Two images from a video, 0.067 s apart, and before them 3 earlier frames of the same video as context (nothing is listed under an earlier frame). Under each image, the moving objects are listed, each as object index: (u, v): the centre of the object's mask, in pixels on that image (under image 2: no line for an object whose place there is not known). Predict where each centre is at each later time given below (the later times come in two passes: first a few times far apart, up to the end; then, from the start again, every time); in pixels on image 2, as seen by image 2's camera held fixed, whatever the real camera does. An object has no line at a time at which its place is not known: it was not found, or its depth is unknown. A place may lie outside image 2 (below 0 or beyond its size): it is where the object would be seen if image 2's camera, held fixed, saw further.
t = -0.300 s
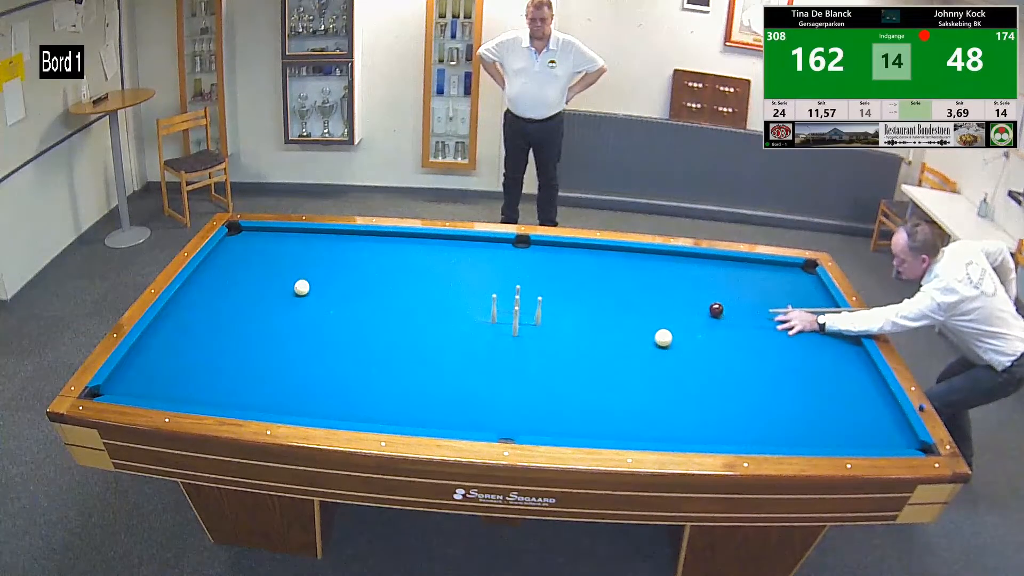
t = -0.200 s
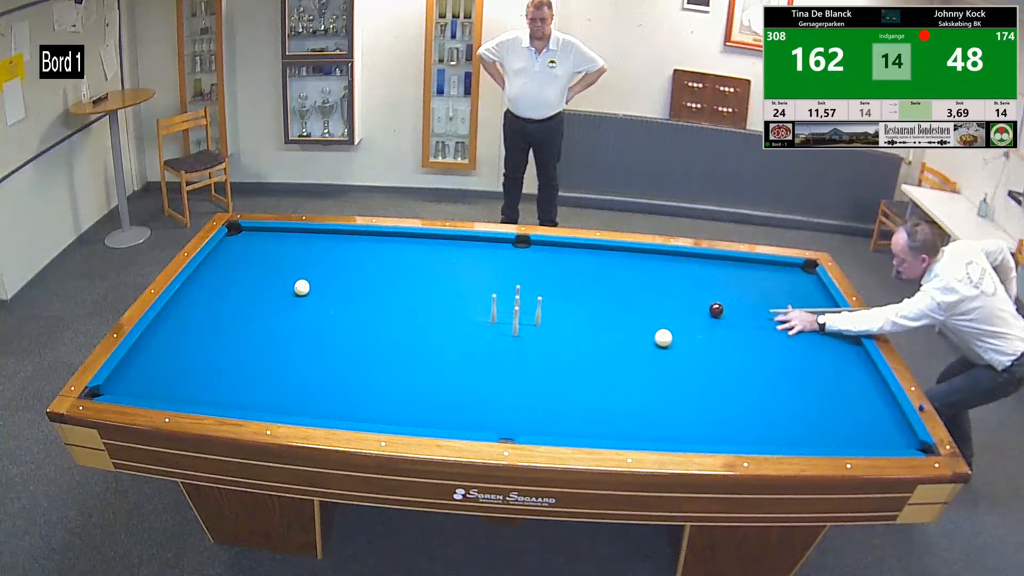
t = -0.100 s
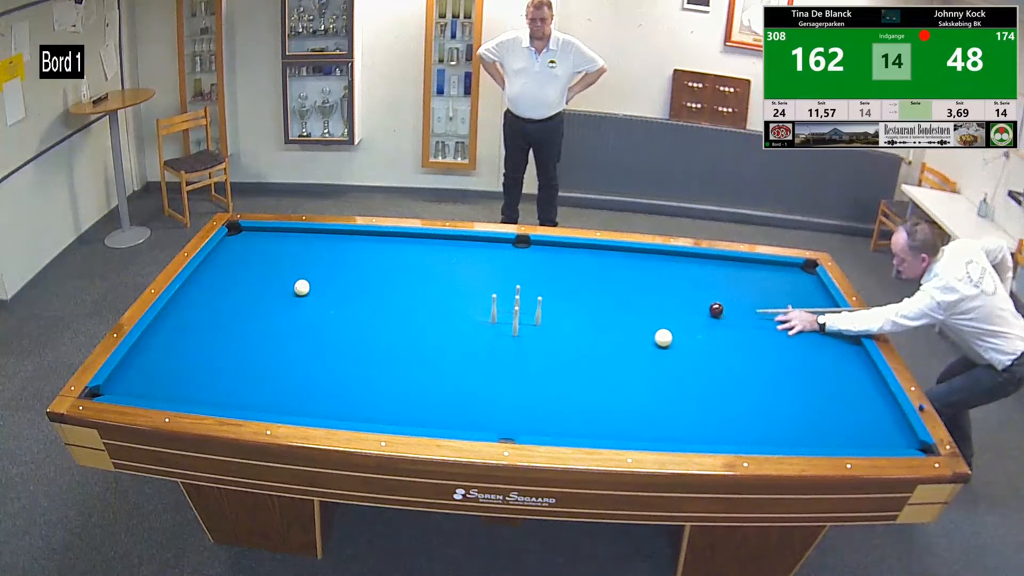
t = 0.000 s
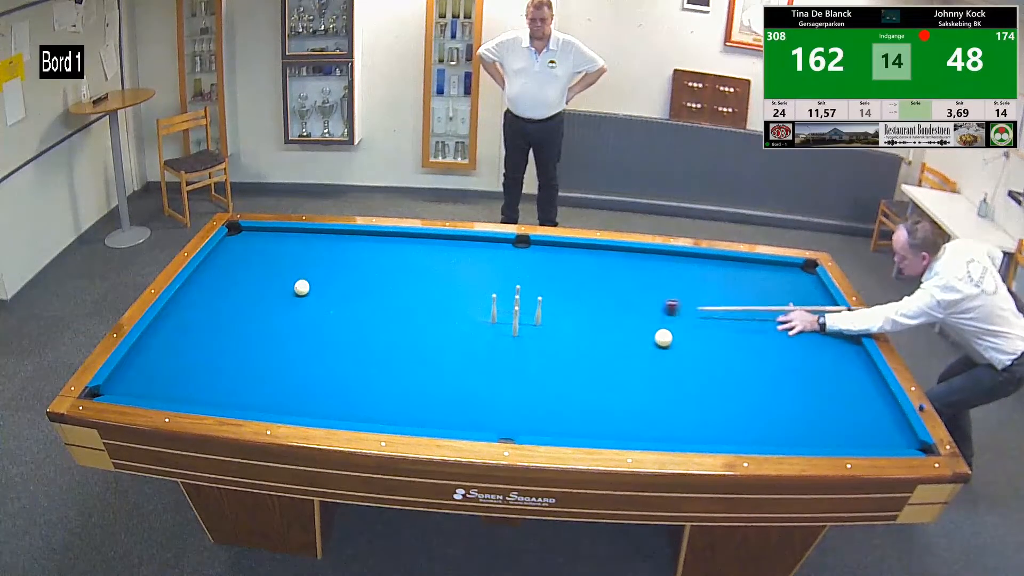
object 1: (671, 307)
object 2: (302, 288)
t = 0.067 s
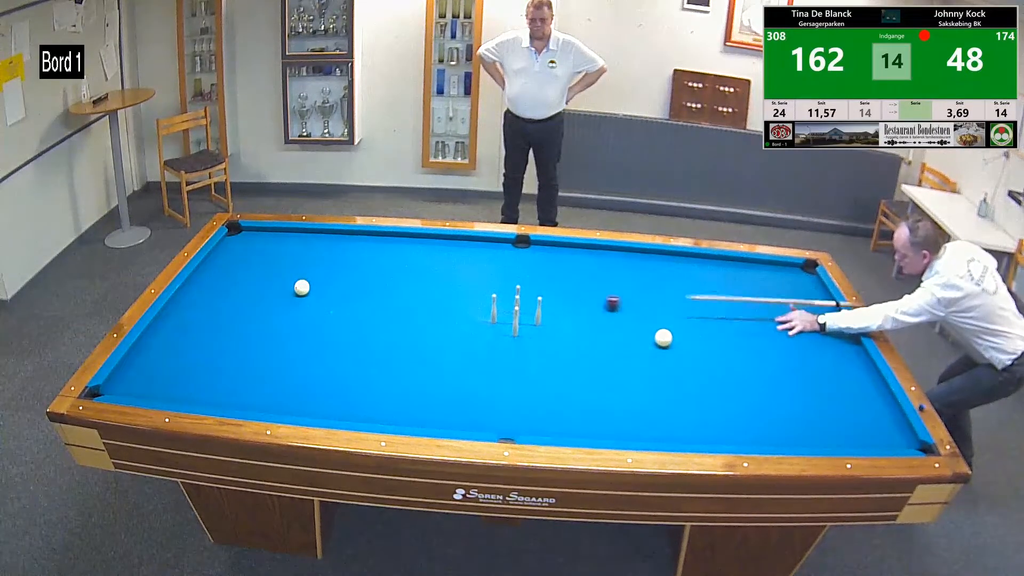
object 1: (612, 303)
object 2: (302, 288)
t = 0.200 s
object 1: (496, 295)
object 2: (302, 288)
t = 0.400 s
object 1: (342, 289)
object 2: (302, 288)
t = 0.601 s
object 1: (307, 278)
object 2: (207, 293)
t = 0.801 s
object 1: (280, 268)
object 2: (220, 301)
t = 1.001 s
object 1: (248, 260)
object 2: (274, 309)
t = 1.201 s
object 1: (218, 252)
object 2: (331, 317)
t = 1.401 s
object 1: (232, 254)
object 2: (392, 325)
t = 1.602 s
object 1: (247, 258)
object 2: (455, 334)
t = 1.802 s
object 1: (263, 261)
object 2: (520, 344)
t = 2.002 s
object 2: (586, 353)
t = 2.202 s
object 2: (652, 362)
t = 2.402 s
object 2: (715, 371)
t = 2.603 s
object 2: (776, 380)
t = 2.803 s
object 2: (832, 387)
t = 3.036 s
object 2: (885, 394)
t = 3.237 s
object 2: (854, 395)
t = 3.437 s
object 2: (825, 394)
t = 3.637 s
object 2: (794, 394)
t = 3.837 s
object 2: (762, 394)
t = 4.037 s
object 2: (730, 394)
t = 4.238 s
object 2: (697, 394)
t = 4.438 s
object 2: (664, 393)
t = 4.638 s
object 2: (630, 392)
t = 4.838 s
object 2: (596, 392)
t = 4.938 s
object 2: (579, 391)
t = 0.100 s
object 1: (582, 302)
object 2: (302, 288)
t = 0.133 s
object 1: (553, 300)
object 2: (302, 288)
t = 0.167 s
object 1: (525, 298)
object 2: (302, 288)
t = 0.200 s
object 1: (496, 295)
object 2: (302, 288)
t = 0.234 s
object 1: (467, 295)
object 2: (302, 288)
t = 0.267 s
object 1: (441, 294)
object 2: (302, 288)
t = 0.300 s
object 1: (415, 292)
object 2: (302, 288)
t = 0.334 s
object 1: (390, 291)
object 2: (302, 288)
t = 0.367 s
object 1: (366, 290)
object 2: (302, 288)
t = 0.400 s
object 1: (342, 289)
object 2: (302, 288)
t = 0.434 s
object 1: (319, 288)
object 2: (302, 288)
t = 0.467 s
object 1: (315, 286)
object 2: (284, 288)
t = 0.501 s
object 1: (314, 284)
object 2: (263, 289)
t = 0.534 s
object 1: (313, 282)
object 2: (244, 291)
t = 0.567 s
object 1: (310, 280)
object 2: (225, 292)
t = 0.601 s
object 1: (307, 278)
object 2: (207, 293)
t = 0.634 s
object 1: (304, 276)
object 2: (190, 294)
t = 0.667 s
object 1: (300, 275)
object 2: (179, 295)
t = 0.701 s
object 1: (296, 273)
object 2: (189, 296)
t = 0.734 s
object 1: (291, 271)
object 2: (199, 298)
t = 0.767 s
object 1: (286, 270)
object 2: (210, 299)
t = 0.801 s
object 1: (280, 268)
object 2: (220, 301)
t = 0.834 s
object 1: (275, 267)
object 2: (229, 302)
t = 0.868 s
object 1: (269, 265)
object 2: (238, 303)
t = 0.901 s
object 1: (264, 264)
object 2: (247, 305)
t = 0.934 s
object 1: (258, 263)
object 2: (256, 306)
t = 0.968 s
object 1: (253, 261)
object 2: (265, 307)
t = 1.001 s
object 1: (248, 260)
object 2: (274, 309)
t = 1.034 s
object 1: (243, 258)
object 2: (283, 310)
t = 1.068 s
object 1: (238, 257)
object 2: (293, 311)
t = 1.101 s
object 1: (233, 256)
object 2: (302, 313)
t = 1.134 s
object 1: (228, 255)
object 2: (311, 314)
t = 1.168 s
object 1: (223, 254)
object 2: (321, 315)
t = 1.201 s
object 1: (218, 252)
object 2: (331, 317)
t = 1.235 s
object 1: (217, 251)
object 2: (341, 318)
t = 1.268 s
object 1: (220, 252)
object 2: (351, 320)
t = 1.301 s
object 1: (224, 253)
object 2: (361, 321)
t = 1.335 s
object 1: (227, 254)
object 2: (371, 322)
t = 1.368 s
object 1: (229, 254)
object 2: (382, 324)
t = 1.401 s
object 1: (232, 254)
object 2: (392, 325)
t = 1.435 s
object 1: (235, 255)
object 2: (402, 327)
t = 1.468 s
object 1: (237, 255)
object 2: (413, 328)
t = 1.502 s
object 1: (240, 256)
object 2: (423, 330)
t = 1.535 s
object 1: (242, 257)
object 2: (434, 332)
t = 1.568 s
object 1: (245, 257)
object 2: (444, 333)
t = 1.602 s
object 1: (247, 258)
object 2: (455, 334)
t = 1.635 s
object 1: (250, 258)
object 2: (466, 336)
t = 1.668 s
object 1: (253, 259)
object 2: (477, 338)
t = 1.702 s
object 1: (255, 259)
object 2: (488, 339)
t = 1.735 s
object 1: (258, 260)
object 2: (499, 341)
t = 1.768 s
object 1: (260, 261)
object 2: (510, 342)
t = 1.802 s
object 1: (263, 261)
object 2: (520, 344)
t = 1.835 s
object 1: (266, 262)
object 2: (531, 345)
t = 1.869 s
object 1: (268, 262)
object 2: (543, 347)
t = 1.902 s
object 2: (553, 348)
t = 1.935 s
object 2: (565, 350)
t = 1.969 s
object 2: (575, 352)
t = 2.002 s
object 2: (586, 353)
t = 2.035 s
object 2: (598, 354)
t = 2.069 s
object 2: (609, 356)
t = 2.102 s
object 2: (619, 358)
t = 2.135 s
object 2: (630, 359)
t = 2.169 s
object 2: (641, 361)
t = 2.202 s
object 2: (652, 362)
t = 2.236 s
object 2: (663, 364)
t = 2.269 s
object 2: (673, 365)
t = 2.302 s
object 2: (684, 367)
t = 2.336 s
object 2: (694, 368)
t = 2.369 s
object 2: (704, 369)
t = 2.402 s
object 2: (715, 371)
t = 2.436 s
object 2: (725, 373)
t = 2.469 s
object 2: (735, 374)
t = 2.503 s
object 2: (746, 375)
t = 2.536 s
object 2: (756, 377)
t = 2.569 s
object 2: (766, 379)
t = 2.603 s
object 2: (776, 380)
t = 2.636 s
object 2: (785, 381)
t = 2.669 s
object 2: (795, 382)
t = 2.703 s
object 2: (805, 383)
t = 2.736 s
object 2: (814, 385)
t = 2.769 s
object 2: (823, 386)
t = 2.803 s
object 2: (832, 387)
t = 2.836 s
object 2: (841, 389)
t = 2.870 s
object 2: (850, 389)
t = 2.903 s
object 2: (859, 391)
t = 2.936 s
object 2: (868, 392)
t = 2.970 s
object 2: (876, 393)
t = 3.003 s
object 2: (885, 394)
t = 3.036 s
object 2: (885, 394)
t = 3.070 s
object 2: (879, 395)
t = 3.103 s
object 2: (873, 395)
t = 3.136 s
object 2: (869, 395)
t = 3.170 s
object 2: (864, 395)
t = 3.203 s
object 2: (859, 395)
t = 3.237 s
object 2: (854, 395)
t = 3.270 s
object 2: (849, 395)
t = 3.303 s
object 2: (844, 395)
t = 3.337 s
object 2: (840, 395)
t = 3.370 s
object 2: (835, 395)
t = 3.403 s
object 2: (830, 395)
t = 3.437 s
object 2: (825, 394)
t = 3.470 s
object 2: (819, 395)
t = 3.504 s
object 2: (814, 395)
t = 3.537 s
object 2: (809, 395)
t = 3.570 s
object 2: (804, 394)
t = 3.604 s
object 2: (799, 395)
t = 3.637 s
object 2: (794, 394)
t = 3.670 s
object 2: (788, 395)
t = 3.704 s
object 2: (783, 394)
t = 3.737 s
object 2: (778, 394)
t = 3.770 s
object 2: (773, 394)
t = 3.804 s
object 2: (768, 394)
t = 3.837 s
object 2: (762, 394)
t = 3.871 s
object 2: (757, 395)
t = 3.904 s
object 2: (751, 394)
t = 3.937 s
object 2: (746, 394)
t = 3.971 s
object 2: (741, 394)
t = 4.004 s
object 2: (735, 394)
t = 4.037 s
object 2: (730, 394)
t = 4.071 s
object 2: (724, 394)
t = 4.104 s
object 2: (719, 394)
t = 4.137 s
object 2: (714, 394)
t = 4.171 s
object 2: (708, 394)
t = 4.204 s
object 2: (703, 394)
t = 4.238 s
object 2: (697, 394)
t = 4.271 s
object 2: (691, 394)
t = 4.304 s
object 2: (686, 393)
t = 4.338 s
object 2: (680, 393)
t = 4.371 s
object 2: (675, 393)
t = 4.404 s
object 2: (669, 393)
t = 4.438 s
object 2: (664, 393)
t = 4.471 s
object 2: (658, 393)
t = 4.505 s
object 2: (652, 393)
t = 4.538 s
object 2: (647, 393)
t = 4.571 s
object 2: (641, 393)
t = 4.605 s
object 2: (636, 393)
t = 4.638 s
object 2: (630, 392)
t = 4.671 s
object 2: (624, 392)
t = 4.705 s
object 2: (619, 392)
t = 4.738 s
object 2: (613, 392)
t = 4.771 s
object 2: (607, 392)
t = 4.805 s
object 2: (602, 392)
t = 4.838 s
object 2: (596, 392)
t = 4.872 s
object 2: (590, 392)
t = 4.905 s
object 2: (585, 391)
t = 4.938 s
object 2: (579, 391)
